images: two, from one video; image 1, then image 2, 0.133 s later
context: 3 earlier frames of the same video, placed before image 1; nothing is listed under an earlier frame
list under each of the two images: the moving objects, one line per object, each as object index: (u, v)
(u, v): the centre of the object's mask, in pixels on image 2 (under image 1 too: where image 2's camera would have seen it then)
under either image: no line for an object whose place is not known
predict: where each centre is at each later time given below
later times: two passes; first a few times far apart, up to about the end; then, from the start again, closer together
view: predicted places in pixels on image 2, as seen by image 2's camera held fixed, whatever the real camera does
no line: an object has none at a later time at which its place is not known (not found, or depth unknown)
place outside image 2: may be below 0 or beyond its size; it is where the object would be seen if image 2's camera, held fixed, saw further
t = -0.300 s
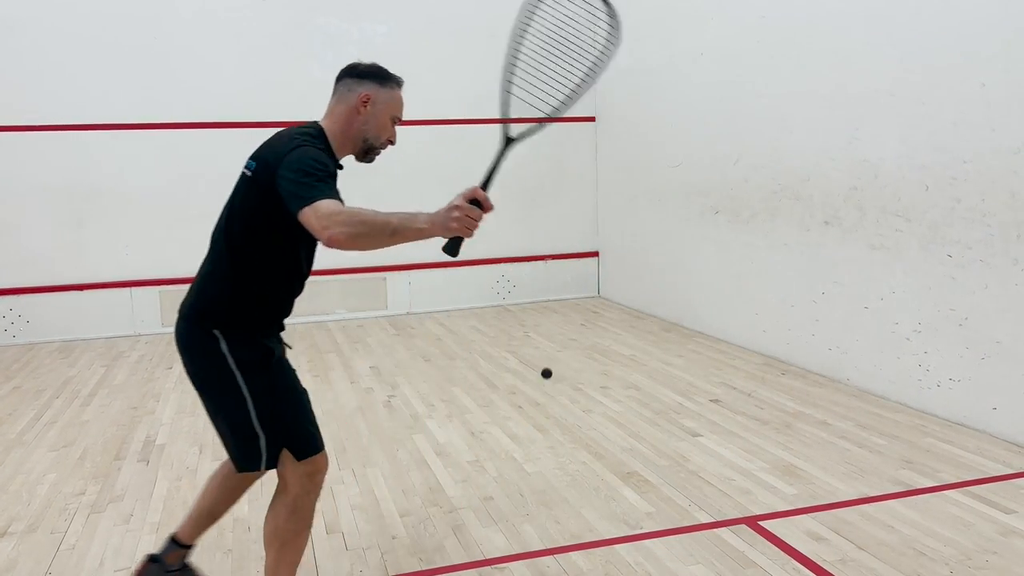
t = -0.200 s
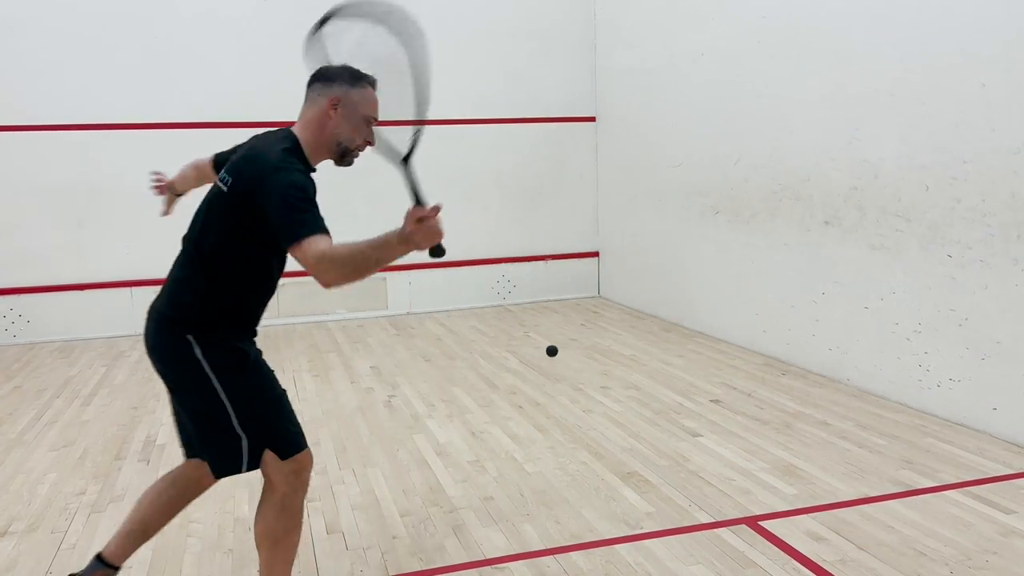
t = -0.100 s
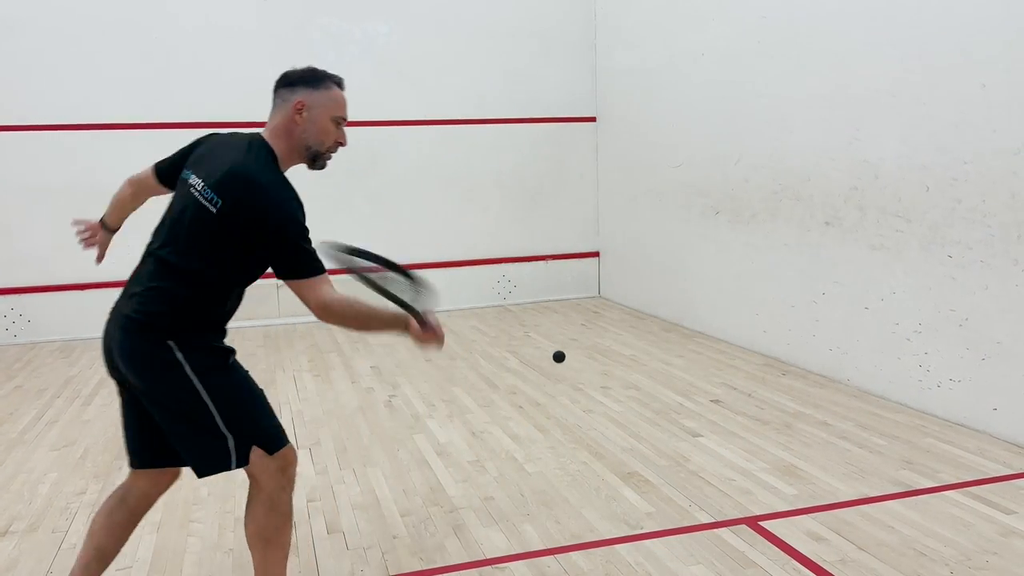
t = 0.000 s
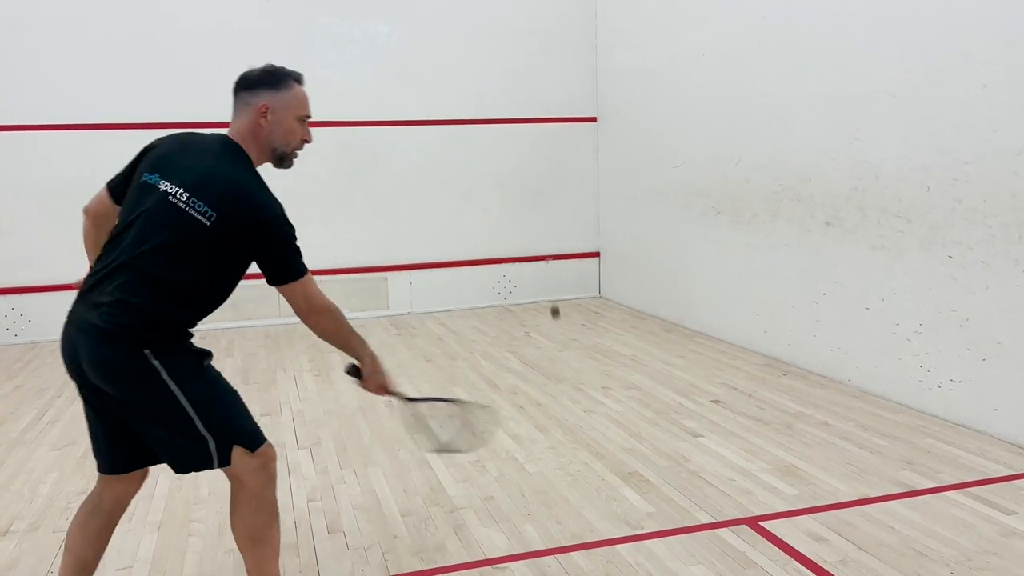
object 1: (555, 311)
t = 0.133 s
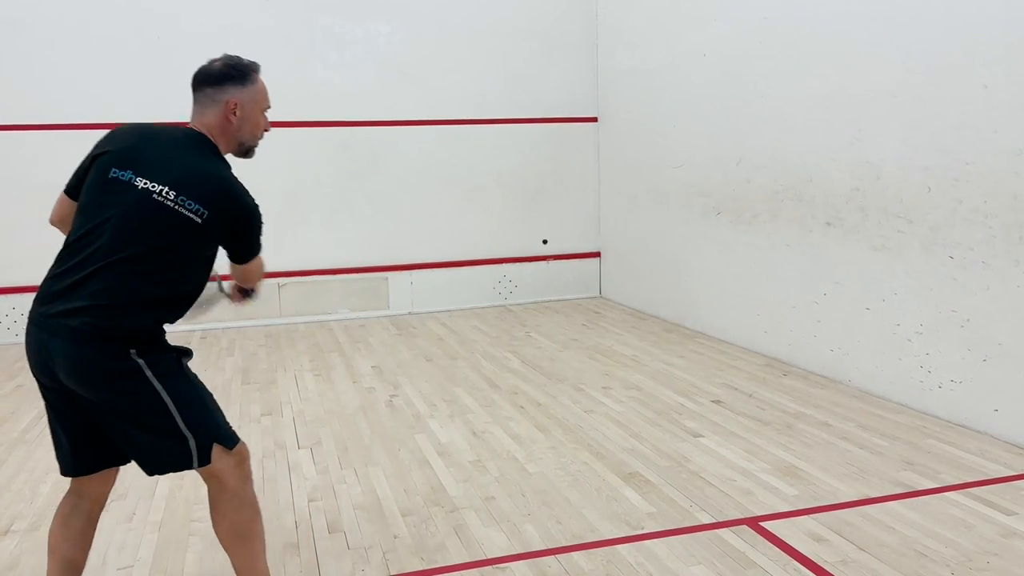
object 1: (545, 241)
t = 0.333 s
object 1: (575, 243)
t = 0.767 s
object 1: (664, 335)
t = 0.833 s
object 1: (657, 352)
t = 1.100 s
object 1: (627, 379)
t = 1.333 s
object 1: (594, 416)
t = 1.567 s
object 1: (553, 462)
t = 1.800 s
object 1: (493, 525)
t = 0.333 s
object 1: (575, 243)
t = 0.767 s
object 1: (664, 335)
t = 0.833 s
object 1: (657, 352)
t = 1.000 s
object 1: (639, 368)
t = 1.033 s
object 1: (636, 374)
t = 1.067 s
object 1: (631, 376)
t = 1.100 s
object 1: (627, 379)
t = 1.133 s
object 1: (623, 385)
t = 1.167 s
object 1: (619, 391)
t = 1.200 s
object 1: (614, 394)
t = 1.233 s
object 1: (610, 399)
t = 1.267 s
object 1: (605, 406)
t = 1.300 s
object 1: (600, 410)
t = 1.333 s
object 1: (594, 416)
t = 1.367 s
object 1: (589, 422)
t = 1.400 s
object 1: (583, 428)
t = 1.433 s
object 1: (578, 434)
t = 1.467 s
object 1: (572, 441)
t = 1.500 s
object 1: (566, 447)
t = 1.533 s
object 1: (559, 454)
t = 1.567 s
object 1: (553, 462)
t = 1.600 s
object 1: (546, 469)
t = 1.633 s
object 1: (538, 478)
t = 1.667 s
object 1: (530, 486)
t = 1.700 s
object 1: (521, 495)
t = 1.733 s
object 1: (513, 504)
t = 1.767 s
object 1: (503, 514)
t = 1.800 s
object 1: (493, 525)
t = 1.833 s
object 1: (483, 536)
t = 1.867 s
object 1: (473, 547)
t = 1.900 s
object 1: (461, 561)
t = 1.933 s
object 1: (448, 573)
